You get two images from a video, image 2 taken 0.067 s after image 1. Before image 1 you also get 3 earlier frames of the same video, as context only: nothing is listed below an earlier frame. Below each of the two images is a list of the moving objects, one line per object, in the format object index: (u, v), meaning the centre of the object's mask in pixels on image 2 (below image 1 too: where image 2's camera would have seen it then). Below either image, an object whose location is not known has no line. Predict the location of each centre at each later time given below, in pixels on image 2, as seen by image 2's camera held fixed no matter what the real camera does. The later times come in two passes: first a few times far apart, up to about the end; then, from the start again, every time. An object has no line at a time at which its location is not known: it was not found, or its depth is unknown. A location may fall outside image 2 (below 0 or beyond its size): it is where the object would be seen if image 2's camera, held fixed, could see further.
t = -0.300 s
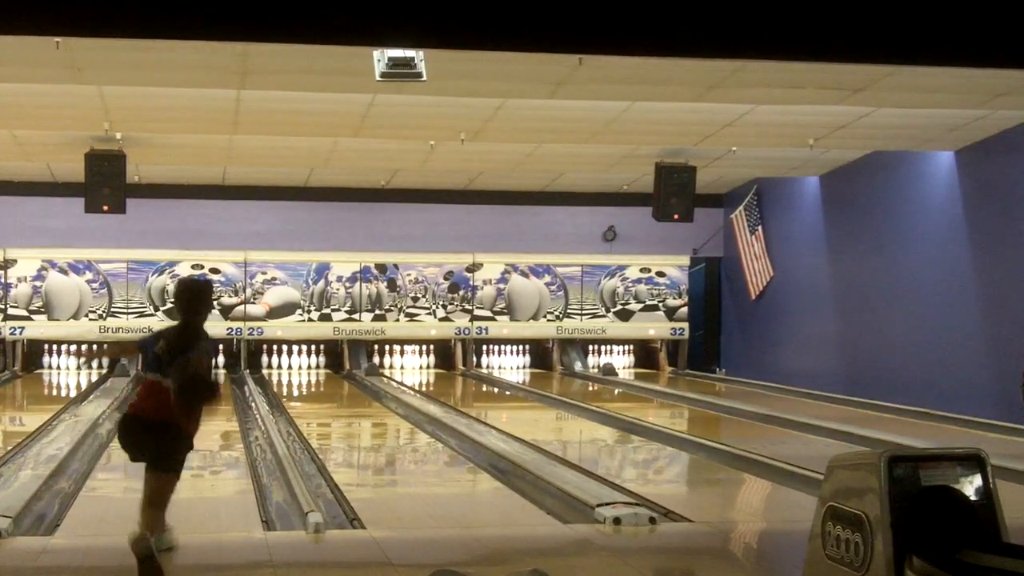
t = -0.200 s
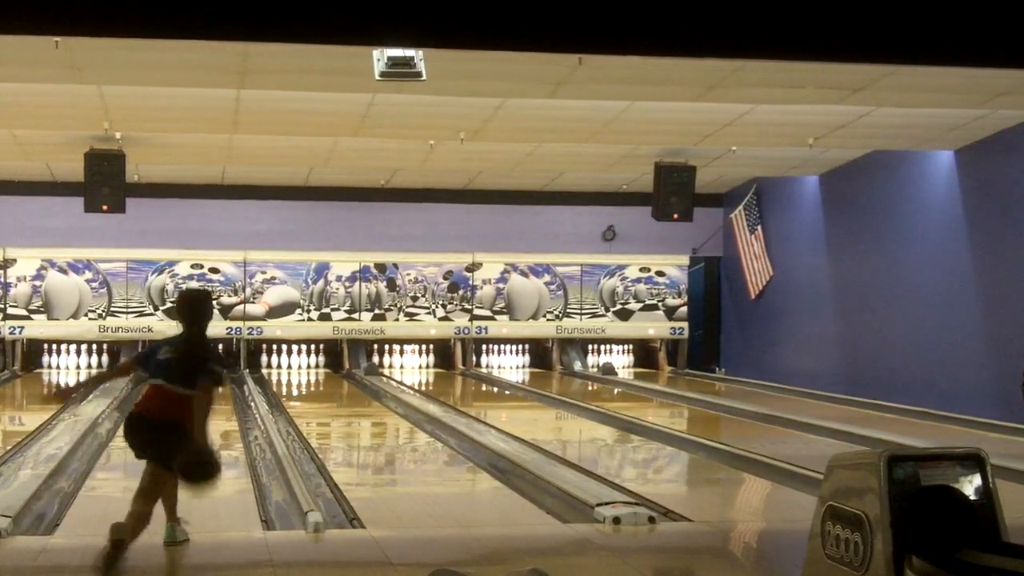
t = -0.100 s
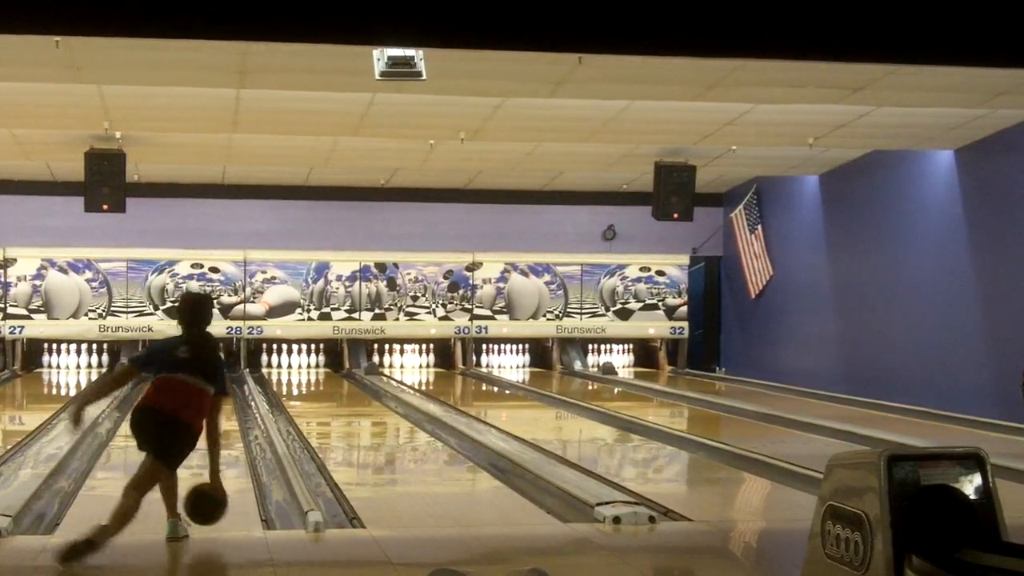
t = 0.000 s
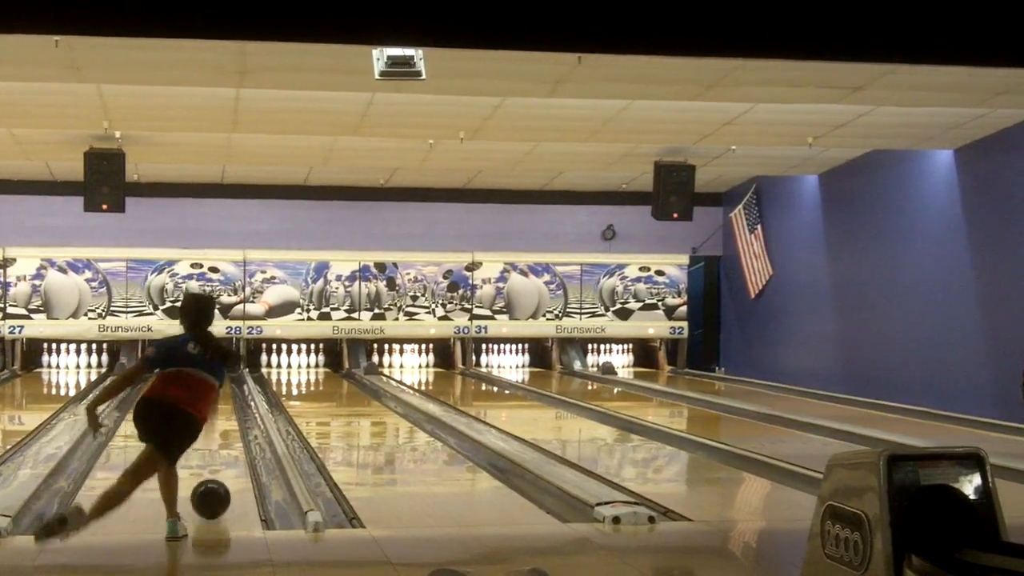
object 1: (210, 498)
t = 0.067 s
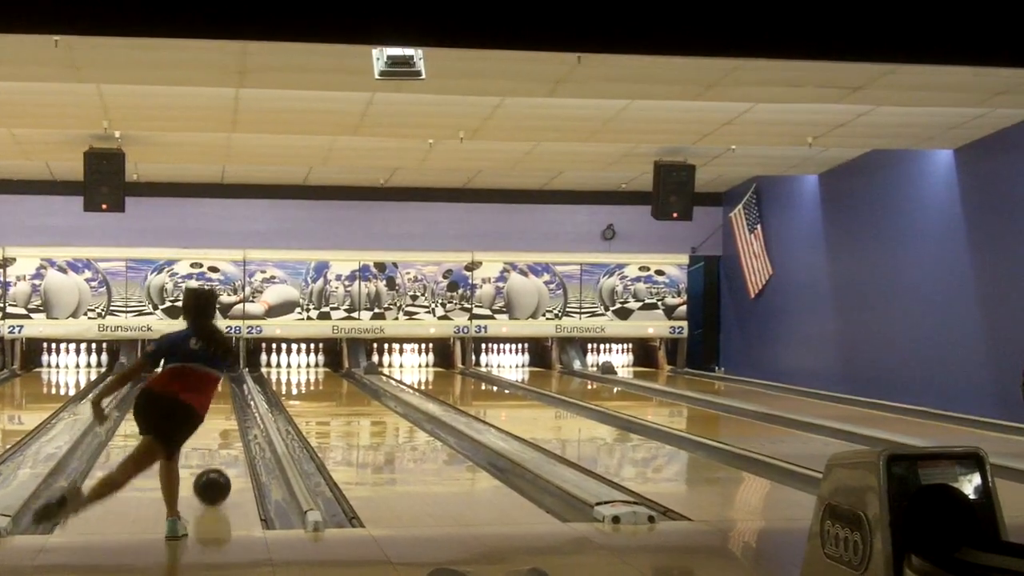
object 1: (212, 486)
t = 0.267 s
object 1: (216, 458)
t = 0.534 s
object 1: (218, 431)
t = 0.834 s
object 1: (218, 410)
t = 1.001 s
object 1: (218, 402)
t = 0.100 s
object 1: (213, 482)
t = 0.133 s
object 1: (214, 477)
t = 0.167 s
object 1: (214, 472)
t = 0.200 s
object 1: (215, 467)
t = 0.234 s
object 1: (216, 463)
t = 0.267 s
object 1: (216, 458)
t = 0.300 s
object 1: (217, 454)
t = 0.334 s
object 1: (217, 450)
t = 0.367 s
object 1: (217, 447)
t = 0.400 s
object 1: (218, 444)
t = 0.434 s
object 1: (218, 440)
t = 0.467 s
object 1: (218, 437)
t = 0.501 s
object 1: (218, 434)
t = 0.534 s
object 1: (218, 431)
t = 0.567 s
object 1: (218, 429)
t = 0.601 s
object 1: (219, 427)
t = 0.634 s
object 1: (219, 424)
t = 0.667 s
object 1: (219, 422)
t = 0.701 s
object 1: (214, 418)
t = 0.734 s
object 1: (218, 418)
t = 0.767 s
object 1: (224, 417)
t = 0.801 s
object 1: (221, 414)
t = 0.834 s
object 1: (218, 410)
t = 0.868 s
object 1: (218, 409)
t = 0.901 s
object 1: (218, 407)
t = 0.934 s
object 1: (218, 405)
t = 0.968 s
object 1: (218, 403)
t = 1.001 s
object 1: (218, 402)
